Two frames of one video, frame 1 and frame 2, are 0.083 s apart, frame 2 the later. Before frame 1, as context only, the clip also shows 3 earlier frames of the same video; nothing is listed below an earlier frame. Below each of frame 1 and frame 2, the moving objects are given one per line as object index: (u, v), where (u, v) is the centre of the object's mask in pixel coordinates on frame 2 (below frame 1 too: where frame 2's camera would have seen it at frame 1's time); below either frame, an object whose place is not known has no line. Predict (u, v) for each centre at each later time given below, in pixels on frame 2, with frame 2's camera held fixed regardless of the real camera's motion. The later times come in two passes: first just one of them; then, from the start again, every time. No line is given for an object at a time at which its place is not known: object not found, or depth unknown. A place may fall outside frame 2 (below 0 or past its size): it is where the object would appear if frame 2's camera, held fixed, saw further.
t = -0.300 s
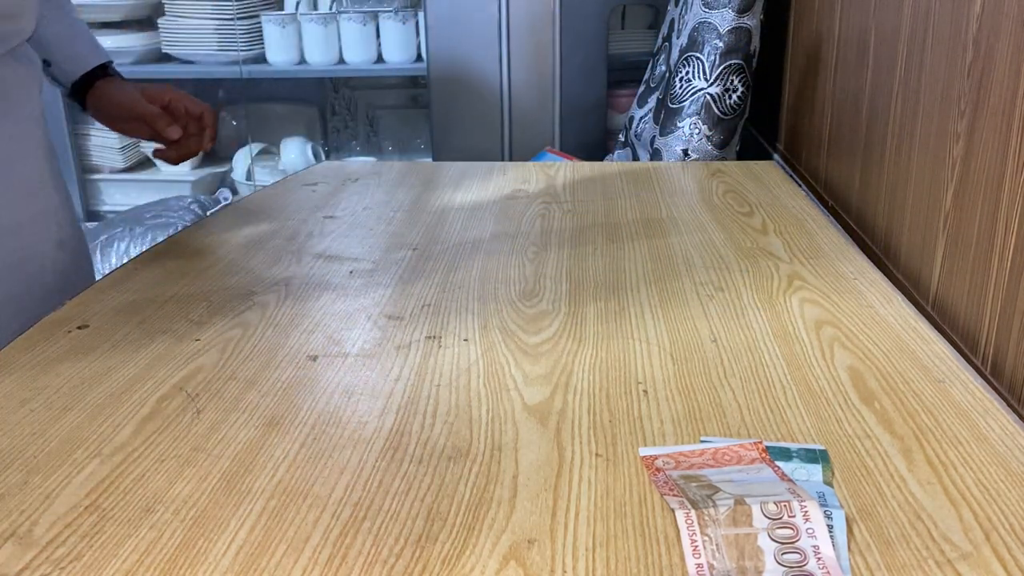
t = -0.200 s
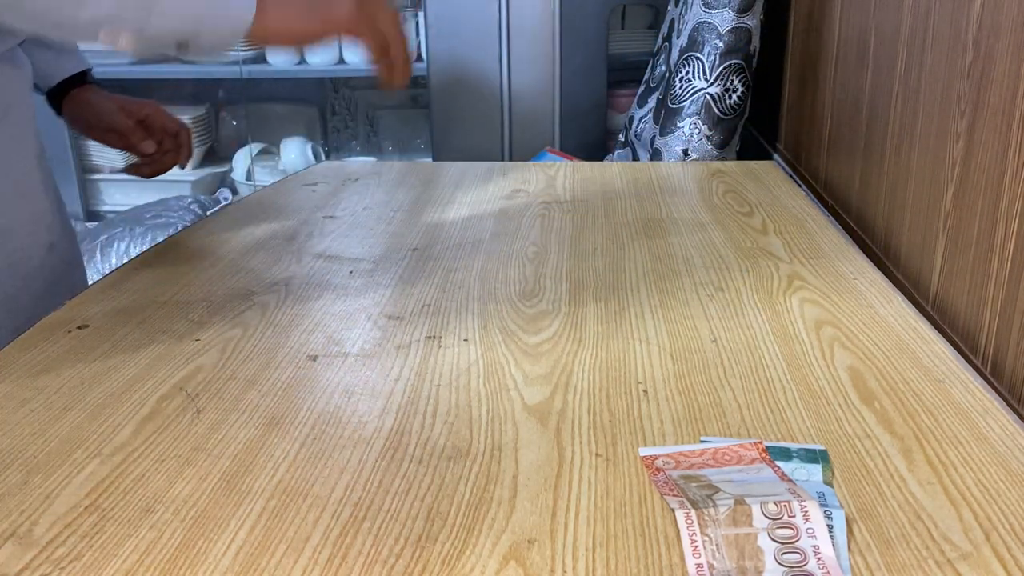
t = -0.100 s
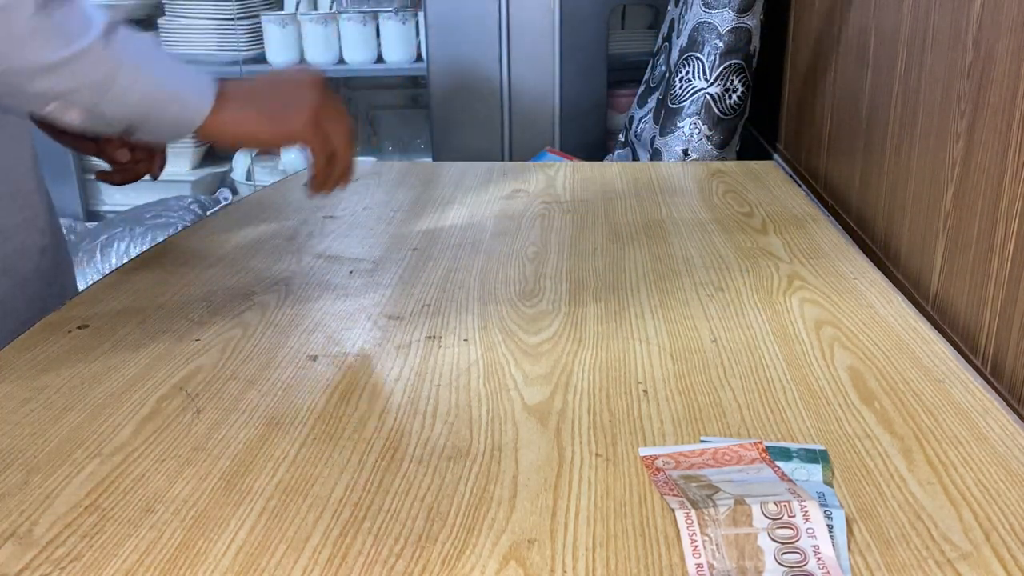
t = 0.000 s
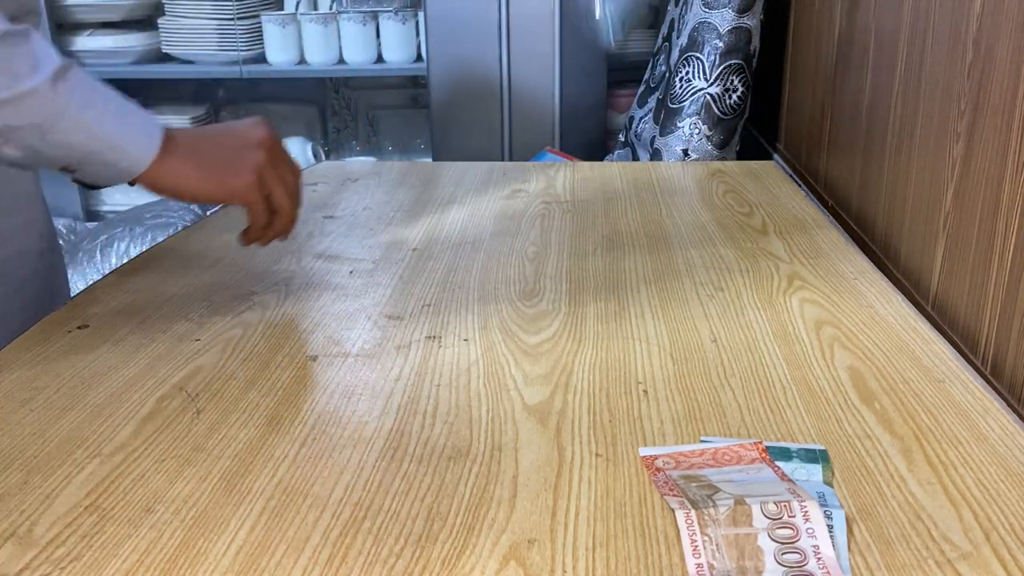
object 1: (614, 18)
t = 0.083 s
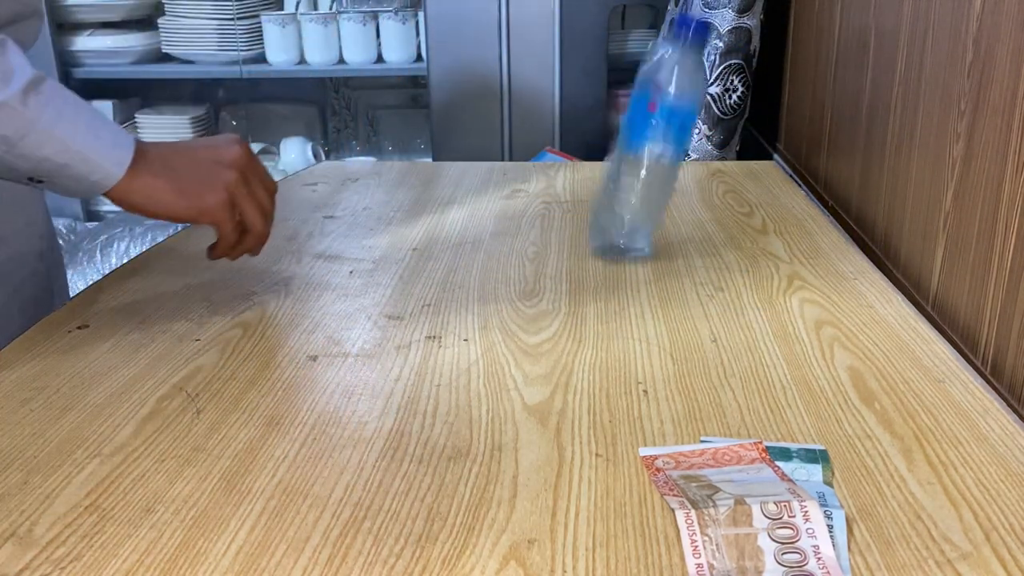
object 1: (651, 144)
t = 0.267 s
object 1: (601, 160)
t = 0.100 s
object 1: (644, 141)
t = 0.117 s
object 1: (636, 139)
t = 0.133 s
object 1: (631, 140)
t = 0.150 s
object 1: (629, 139)
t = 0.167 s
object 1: (628, 138)
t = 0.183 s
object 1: (625, 141)
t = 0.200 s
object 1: (622, 143)
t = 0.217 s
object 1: (619, 148)
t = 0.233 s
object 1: (613, 150)
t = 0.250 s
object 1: (608, 155)
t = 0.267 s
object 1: (601, 160)
